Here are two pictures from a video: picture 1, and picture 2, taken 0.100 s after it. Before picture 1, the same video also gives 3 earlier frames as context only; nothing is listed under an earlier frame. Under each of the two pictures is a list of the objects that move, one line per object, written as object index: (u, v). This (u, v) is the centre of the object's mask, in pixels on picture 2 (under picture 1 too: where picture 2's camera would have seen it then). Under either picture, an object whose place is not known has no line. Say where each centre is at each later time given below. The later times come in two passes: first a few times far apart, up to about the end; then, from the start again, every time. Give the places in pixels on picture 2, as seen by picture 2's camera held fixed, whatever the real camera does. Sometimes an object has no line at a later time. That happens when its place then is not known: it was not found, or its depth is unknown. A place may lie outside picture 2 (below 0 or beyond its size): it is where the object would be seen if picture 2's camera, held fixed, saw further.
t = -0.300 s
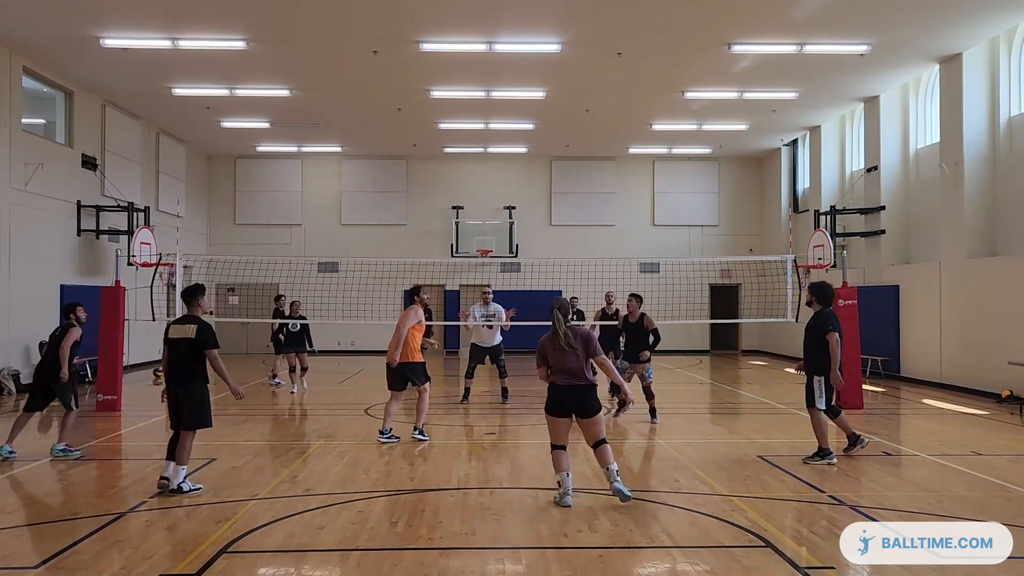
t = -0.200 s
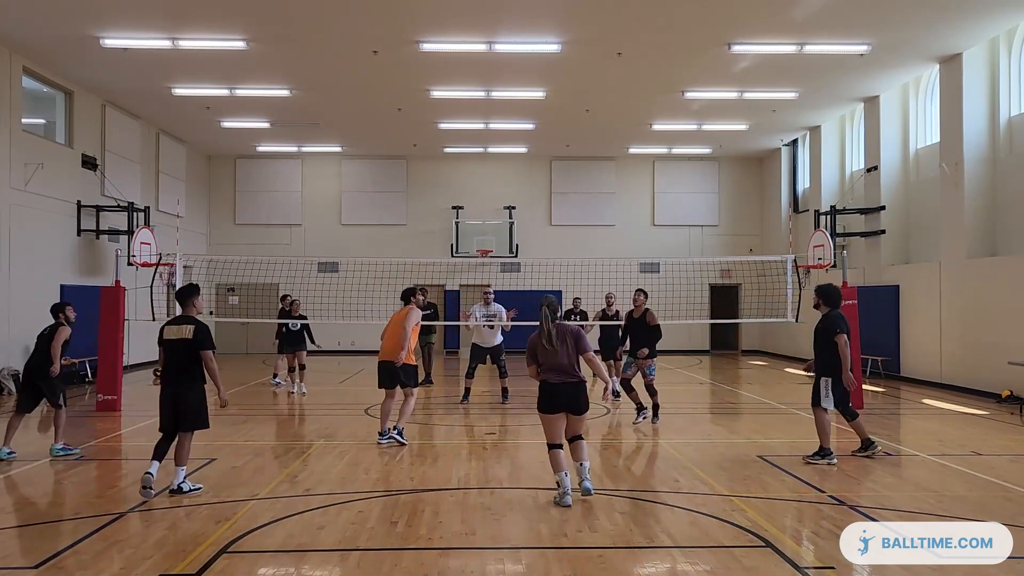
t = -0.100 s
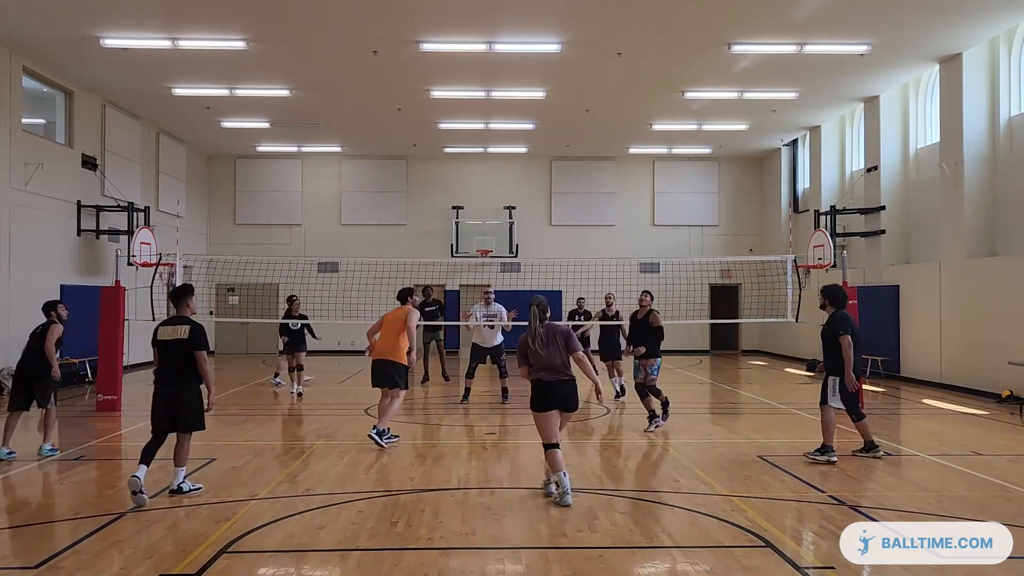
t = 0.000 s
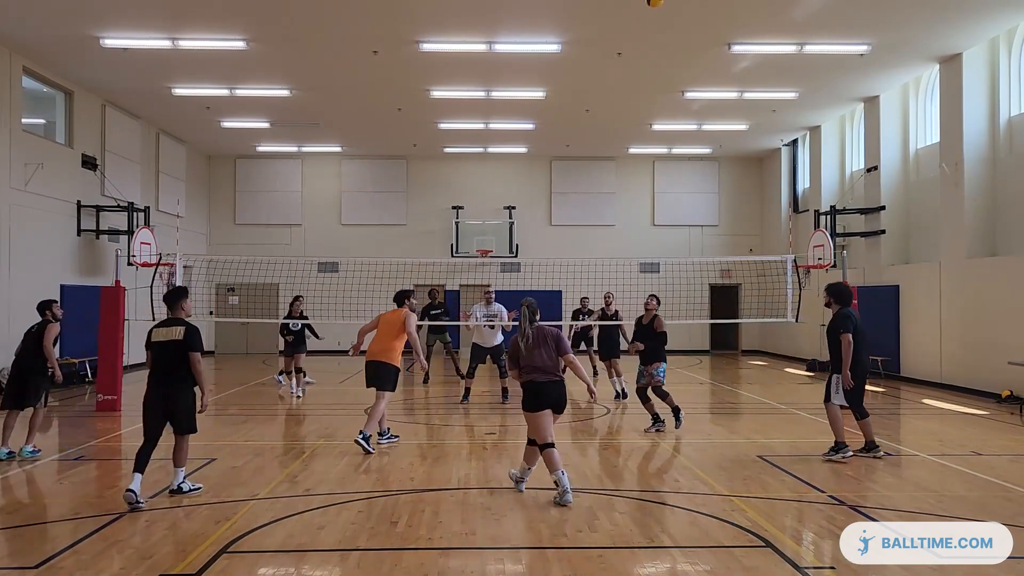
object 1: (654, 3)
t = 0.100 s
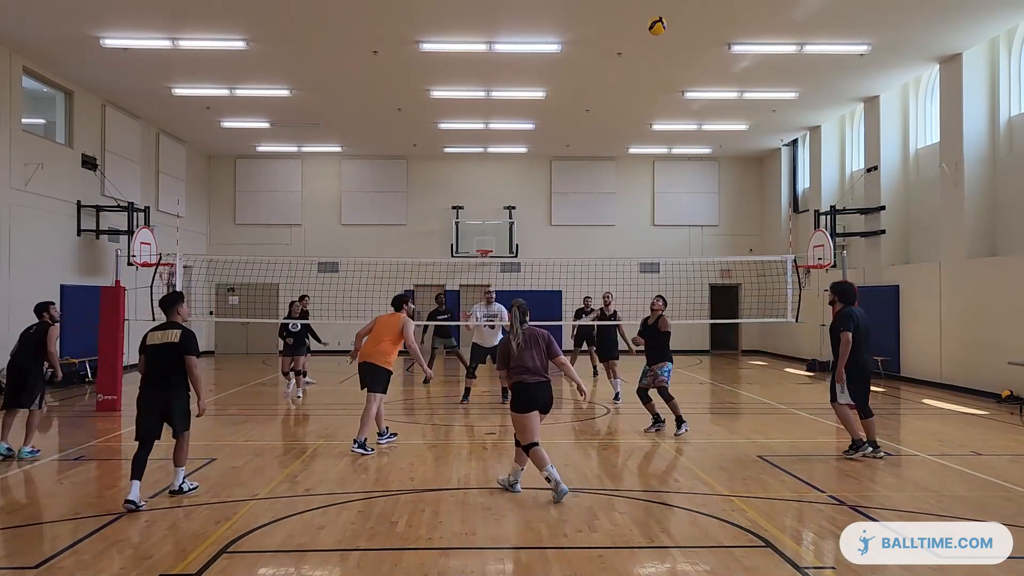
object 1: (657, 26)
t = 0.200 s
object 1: (659, 61)
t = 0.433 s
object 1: (663, 165)
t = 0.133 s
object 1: (658, 36)
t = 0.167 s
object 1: (659, 48)
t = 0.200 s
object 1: (659, 61)
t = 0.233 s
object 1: (660, 74)
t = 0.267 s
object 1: (661, 87)
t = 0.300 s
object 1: (661, 102)
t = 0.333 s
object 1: (662, 117)
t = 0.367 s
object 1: (662, 132)
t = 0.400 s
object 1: (663, 148)
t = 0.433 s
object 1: (663, 165)
